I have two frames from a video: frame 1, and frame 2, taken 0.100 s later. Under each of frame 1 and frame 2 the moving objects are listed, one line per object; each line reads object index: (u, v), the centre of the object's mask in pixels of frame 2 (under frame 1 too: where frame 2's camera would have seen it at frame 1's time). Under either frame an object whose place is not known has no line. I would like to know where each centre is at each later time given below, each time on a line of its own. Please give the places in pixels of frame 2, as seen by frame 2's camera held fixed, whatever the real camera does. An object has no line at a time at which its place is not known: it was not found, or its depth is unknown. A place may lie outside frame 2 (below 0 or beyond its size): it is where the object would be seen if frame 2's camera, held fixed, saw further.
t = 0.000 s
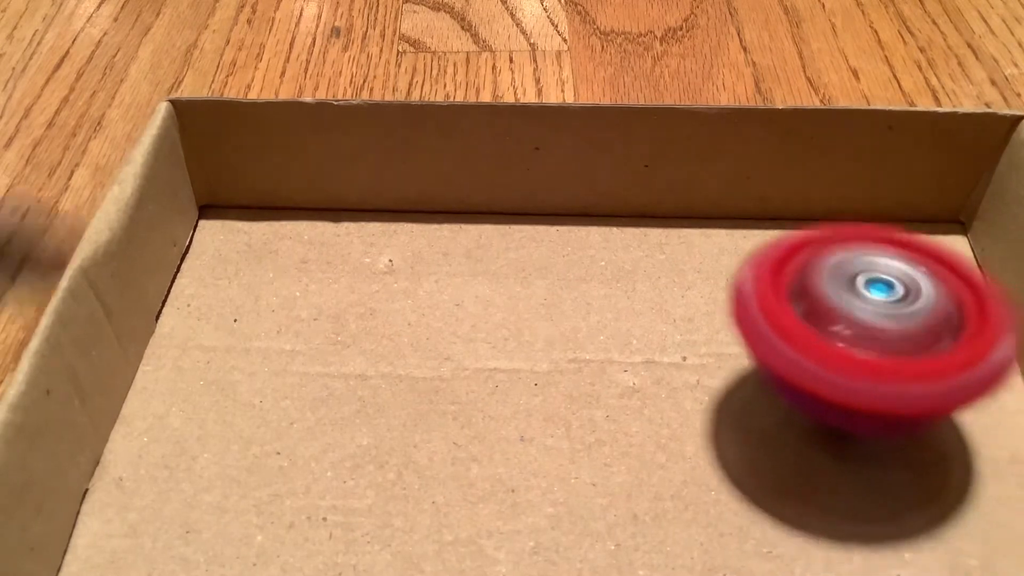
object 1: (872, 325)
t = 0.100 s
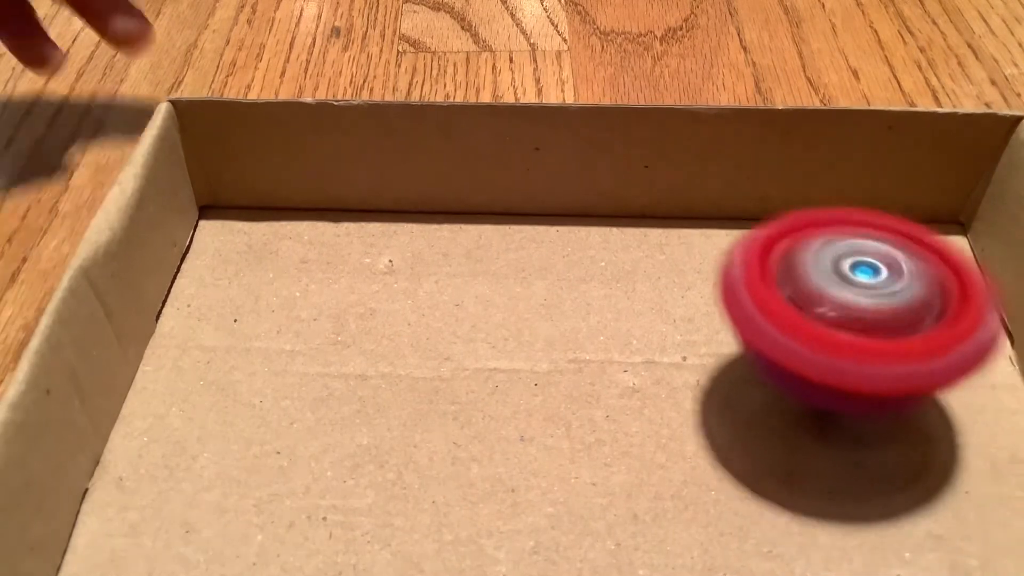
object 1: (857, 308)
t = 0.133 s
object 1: (856, 302)
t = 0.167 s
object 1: (858, 298)
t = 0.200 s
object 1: (862, 292)
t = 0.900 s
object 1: (818, 302)
